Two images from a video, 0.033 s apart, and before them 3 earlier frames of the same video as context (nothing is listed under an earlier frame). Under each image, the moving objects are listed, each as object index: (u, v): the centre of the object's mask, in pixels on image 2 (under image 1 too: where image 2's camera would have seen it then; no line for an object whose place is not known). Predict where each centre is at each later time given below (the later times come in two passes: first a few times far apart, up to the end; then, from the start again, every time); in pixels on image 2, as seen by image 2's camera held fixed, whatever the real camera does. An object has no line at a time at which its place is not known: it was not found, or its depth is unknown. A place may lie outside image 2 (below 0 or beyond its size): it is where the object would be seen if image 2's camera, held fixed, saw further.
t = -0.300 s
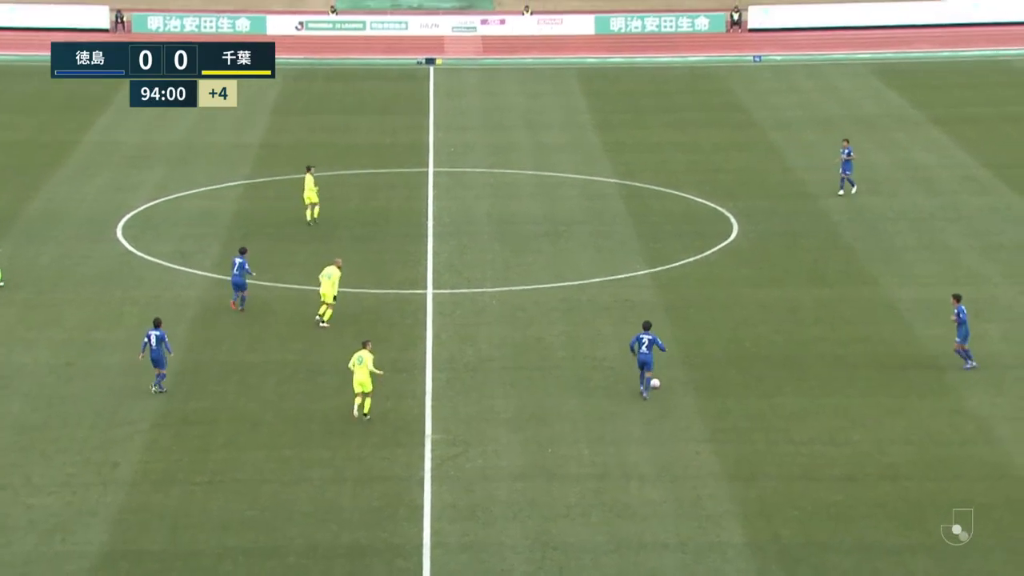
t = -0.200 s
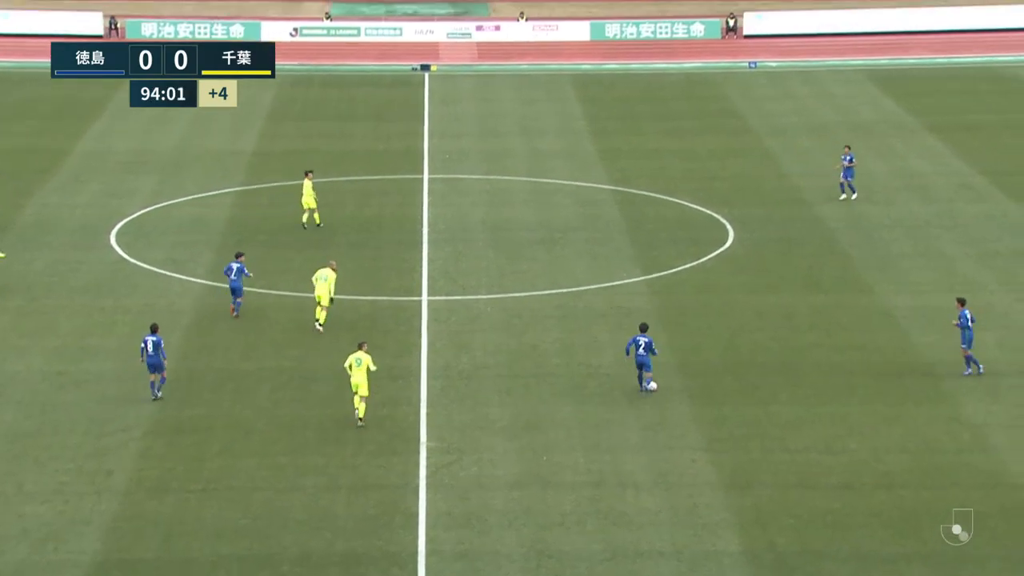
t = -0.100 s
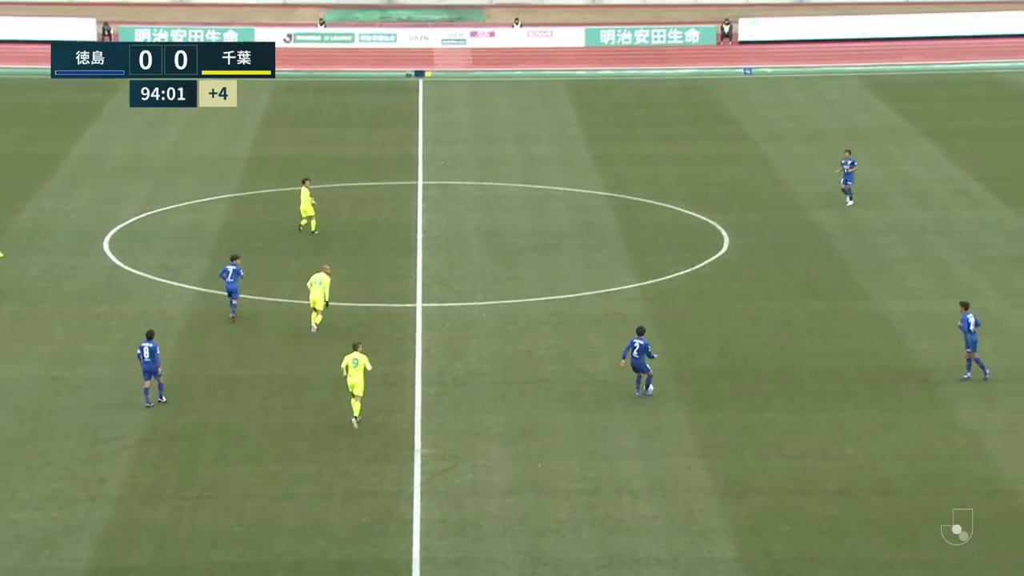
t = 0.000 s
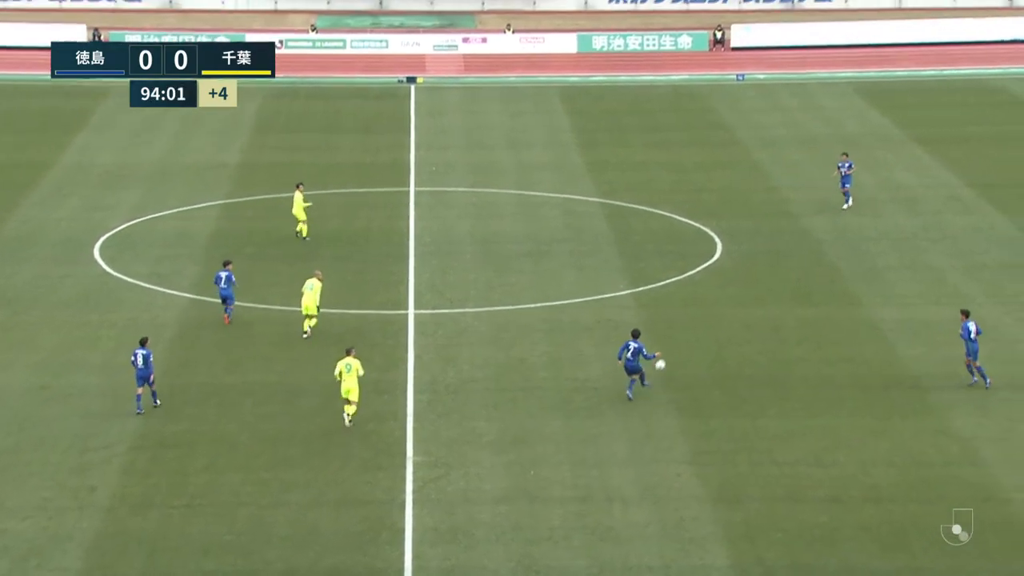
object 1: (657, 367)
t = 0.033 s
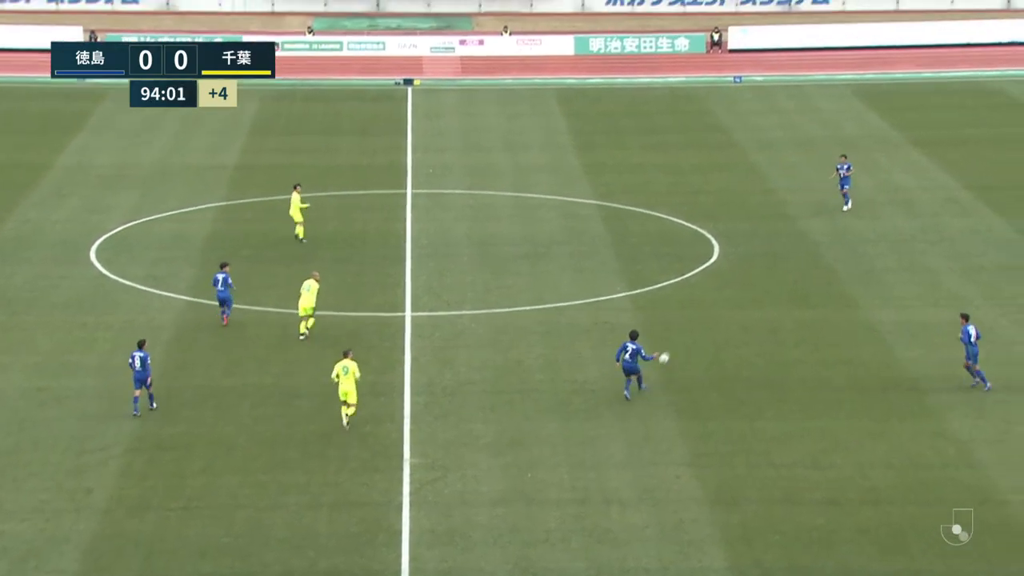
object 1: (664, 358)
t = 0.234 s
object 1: (699, 316)
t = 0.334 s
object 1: (714, 302)
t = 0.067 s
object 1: (670, 349)
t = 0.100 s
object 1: (676, 341)
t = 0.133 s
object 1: (682, 334)
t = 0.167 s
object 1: (688, 328)
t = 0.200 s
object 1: (694, 322)
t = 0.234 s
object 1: (699, 316)
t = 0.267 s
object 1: (704, 311)
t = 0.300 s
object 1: (709, 306)
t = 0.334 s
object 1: (714, 302)
